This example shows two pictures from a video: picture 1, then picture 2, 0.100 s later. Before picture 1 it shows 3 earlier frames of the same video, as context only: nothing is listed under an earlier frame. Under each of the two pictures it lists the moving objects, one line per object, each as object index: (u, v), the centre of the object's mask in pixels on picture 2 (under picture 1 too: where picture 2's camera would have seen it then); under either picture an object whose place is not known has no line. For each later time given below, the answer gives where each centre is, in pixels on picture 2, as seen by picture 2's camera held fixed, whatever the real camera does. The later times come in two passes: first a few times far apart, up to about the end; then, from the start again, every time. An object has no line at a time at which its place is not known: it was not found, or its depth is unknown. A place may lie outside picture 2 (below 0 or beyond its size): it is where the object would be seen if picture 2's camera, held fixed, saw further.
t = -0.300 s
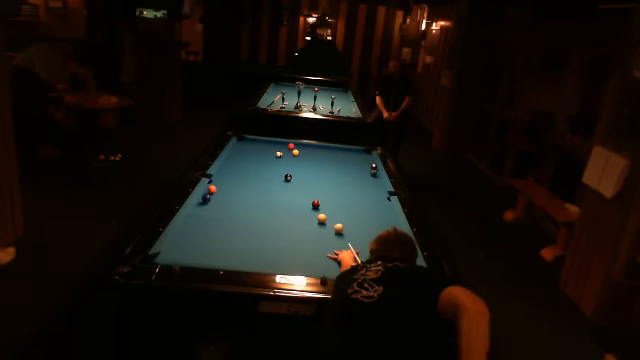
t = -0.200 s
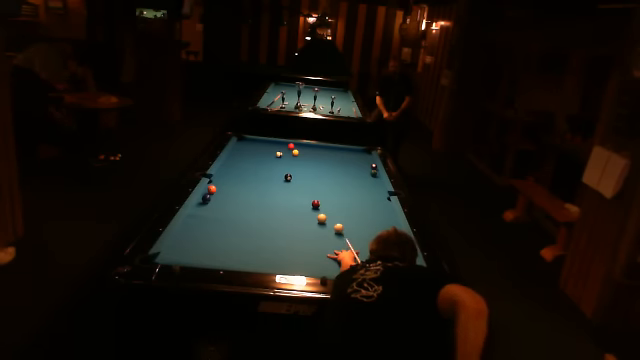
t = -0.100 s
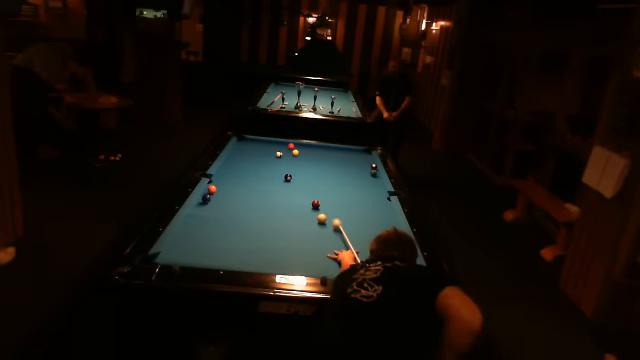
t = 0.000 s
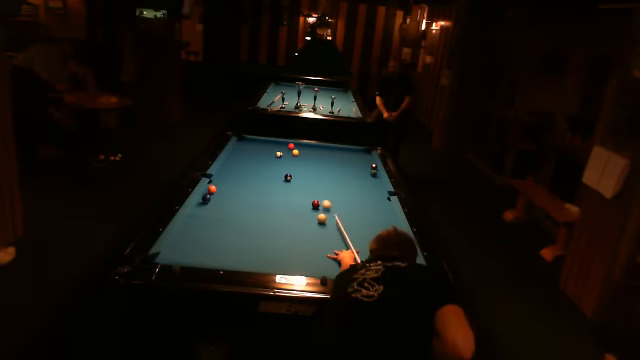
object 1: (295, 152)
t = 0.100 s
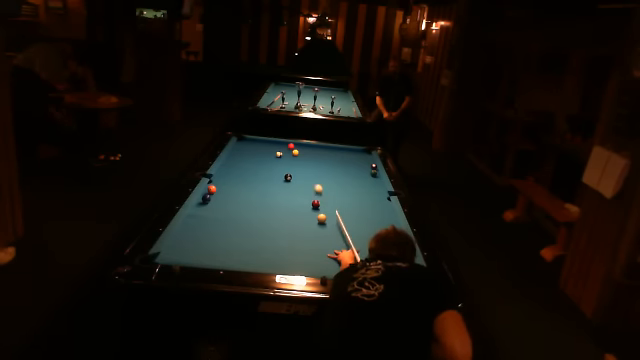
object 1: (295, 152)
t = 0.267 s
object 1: (295, 152)
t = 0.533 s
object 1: (273, 146)
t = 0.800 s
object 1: (242, 139)
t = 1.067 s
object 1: (249, 143)
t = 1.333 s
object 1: (259, 148)
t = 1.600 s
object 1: (269, 152)
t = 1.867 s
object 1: (274, 155)
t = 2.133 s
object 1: (275, 159)
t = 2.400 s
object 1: (277, 161)
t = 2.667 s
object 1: (279, 165)
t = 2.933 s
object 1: (281, 167)
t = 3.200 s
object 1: (283, 170)
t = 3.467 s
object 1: (284, 172)
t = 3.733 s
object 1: (285, 173)
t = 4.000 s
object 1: (285, 174)
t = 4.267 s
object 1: (285, 175)
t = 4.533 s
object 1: (285, 175)
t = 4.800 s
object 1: (286, 175)
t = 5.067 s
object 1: (285, 175)
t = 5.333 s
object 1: (286, 175)
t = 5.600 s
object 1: (286, 175)
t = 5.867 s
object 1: (286, 175)
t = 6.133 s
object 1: (286, 175)
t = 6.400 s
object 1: (286, 175)
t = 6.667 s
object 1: (286, 175)
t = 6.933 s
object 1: (286, 175)
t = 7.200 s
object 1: (286, 175)
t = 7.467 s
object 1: (286, 175)
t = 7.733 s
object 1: (286, 175)
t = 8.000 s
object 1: (286, 175)
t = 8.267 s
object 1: (286, 175)
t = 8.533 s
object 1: (286, 175)
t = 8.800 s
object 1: (286, 175)
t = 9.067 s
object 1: (286, 175)
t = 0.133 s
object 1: (295, 152)
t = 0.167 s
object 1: (295, 152)
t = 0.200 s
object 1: (295, 152)
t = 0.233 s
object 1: (295, 152)
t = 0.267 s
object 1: (295, 152)
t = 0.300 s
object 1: (295, 152)
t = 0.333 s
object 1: (295, 152)
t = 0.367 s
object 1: (295, 152)
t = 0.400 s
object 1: (294, 152)
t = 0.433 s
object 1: (289, 150)
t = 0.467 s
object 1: (284, 148)
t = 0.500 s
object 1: (278, 147)
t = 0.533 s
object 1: (273, 146)
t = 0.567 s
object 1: (268, 144)
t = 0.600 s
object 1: (263, 143)
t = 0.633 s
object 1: (260, 141)
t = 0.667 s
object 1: (255, 140)
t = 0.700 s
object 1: (252, 139)
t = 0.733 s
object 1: (249, 139)
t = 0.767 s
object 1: (245, 139)
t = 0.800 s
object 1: (242, 139)
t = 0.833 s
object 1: (240, 139)
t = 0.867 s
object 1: (241, 140)
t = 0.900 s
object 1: (242, 140)
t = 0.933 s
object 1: (244, 141)
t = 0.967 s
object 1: (245, 142)
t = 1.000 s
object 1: (246, 142)
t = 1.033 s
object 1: (247, 143)
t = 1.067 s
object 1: (249, 143)
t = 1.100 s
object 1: (250, 144)
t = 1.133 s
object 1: (251, 144)
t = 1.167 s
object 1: (252, 145)
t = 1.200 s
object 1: (254, 146)
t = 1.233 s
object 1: (256, 146)
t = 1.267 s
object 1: (257, 147)
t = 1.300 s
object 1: (258, 147)
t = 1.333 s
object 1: (259, 148)
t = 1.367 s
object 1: (261, 148)
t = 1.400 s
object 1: (262, 149)
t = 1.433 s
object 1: (263, 149)
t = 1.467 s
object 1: (265, 150)
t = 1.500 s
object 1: (266, 150)
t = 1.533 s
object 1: (267, 151)
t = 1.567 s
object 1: (268, 151)
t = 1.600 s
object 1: (269, 152)
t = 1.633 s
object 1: (271, 152)
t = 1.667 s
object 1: (272, 153)
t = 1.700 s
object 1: (272, 153)
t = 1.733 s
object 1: (273, 154)
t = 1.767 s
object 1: (273, 154)
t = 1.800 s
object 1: (273, 155)
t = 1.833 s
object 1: (273, 155)
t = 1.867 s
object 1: (274, 155)
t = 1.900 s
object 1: (274, 156)
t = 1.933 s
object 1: (274, 156)
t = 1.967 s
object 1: (274, 157)
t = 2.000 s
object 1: (274, 157)
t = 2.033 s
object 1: (275, 157)
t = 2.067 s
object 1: (275, 158)
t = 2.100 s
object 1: (275, 158)
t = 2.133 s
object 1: (275, 159)
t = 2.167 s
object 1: (275, 159)
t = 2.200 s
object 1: (276, 159)
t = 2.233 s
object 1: (276, 160)
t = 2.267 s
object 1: (276, 160)
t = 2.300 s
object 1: (277, 160)
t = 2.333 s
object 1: (277, 161)
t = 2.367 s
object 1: (277, 161)
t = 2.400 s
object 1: (277, 161)
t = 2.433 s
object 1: (278, 162)
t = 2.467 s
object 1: (278, 162)
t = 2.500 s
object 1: (278, 163)
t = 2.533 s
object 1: (278, 163)
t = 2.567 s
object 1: (278, 164)
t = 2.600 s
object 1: (279, 164)
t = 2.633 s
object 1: (279, 164)
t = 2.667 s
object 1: (279, 165)
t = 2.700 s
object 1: (280, 165)
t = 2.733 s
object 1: (280, 165)
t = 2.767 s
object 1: (280, 166)
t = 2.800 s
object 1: (280, 166)
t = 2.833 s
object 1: (280, 166)
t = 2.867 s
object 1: (281, 166)
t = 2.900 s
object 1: (281, 167)
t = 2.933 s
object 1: (281, 167)
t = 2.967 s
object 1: (282, 168)
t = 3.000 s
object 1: (282, 168)
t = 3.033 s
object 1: (282, 168)
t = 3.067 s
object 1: (282, 169)
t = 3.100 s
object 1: (282, 169)
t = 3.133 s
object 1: (282, 169)
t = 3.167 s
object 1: (283, 170)
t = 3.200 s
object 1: (283, 170)
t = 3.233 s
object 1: (283, 170)
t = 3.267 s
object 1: (283, 170)
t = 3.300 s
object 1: (283, 171)
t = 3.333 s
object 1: (283, 171)
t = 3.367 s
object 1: (283, 171)
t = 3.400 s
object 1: (284, 171)
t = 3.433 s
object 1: (284, 172)
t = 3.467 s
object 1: (284, 172)
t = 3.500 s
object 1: (284, 172)
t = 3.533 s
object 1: (284, 172)
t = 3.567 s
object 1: (284, 172)
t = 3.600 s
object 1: (284, 172)
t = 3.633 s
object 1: (285, 172)
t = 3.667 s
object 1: (285, 173)
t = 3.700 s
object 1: (285, 173)
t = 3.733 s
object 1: (285, 173)
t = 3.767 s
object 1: (285, 173)
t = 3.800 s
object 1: (285, 173)
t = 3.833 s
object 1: (285, 173)
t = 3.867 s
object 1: (285, 173)
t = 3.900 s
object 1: (285, 173)
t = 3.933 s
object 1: (285, 174)
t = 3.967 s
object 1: (285, 174)
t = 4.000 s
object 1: (285, 174)
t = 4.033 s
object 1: (285, 174)
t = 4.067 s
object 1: (285, 174)
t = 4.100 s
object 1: (285, 174)
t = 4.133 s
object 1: (285, 174)
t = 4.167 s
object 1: (285, 174)
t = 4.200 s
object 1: (285, 174)
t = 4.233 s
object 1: (285, 174)
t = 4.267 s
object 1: (285, 175)
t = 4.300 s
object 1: (285, 175)
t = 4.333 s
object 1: (285, 175)
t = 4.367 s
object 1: (285, 175)
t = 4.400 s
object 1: (285, 175)
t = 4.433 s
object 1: (285, 175)
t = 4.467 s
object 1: (285, 175)
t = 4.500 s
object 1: (285, 175)
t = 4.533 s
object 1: (285, 175)
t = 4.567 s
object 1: (286, 175)
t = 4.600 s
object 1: (285, 175)
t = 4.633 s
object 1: (285, 175)
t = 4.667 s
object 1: (286, 175)
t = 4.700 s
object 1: (286, 175)
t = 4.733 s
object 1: (286, 175)
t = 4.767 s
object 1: (286, 175)
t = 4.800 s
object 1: (286, 175)
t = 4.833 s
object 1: (285, 175)
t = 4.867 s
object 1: (285, 175)
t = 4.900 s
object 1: (286, 175)
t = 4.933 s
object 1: (285, 175)
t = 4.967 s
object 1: (286, 175)
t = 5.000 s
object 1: (286, 175)
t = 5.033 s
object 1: (285, 175)
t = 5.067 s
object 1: (285, 175)
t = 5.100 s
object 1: (285, 175)
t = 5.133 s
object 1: (285, 175)
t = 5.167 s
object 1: (286, 175)
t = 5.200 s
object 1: (286, 175)
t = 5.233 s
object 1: (286, 175)
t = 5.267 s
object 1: (286, 175)
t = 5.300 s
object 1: (286, 175)
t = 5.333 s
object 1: (286, 175)
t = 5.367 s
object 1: (286, 175)
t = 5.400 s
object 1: (286, 175)
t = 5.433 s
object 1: (286, 175)
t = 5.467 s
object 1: (286, 175)
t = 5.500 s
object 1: (286, 175)
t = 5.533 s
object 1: (286, 175)
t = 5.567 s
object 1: (286, 175)
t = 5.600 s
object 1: (286, 175)
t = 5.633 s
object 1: (286, 175)
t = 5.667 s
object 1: (286, 175)
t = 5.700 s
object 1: (286, 175)
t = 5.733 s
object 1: (286, 175)
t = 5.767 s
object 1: (286, 175)
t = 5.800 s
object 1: (286, 175)
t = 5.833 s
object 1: (286, 175)
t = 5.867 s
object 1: (286, 175)
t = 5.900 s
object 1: (286, 175)
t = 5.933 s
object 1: (286, 175)
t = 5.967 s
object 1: (286, 175)
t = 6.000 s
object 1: (286, 175)
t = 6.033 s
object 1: (286, 175)
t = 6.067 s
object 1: (286, 175)
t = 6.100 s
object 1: (286, 175)
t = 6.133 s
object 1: (286, 175)
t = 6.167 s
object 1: (286, 175)
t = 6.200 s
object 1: (286, 175)
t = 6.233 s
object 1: (286, 175)
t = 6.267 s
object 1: (286, 175)
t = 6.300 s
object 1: (286, 175)
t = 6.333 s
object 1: (286, 175)
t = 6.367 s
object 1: (286, 175)
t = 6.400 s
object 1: (286, 175)
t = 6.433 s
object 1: (286, 175)
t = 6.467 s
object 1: (286, 175)
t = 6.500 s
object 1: (286, 175)
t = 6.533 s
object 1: (286, 175)
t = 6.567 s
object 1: (286, 175)
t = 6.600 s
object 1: (286, 175)
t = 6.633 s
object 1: (286, 175)
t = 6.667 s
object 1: (286, 175)
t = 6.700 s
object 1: (286, 175)
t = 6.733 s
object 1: (286, 175)
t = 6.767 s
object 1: (286, 175)
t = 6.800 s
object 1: (286, 175)
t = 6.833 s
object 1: (286, 175)
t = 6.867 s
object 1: (286, 175)
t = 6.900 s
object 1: (286, 175)
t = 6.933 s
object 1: (286, 175)
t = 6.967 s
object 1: (286, 175)
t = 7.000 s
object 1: (286, 175)
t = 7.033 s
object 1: (286, 175)
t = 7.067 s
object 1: (286, 175)
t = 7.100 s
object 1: (286, 175)
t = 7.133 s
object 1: (286, 175)
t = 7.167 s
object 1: (286, 175)
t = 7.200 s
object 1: (286, 175)
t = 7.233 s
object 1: (286, 175)
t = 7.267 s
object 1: (286, 175)
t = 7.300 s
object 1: (286, 175)
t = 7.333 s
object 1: (286, 175)
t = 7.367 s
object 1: (286, 175)
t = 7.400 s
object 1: (286, 175)
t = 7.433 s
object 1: (286, 175)
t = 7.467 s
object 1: (286, 175)
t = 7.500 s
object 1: (286, 175)
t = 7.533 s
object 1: (286, 175)
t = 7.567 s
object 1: (286, 175)
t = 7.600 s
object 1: (286, 175)
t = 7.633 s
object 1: (286, 175)
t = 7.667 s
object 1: (286, 175)
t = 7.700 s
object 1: (286, 175)
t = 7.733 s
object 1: (286, 175)
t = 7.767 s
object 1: (286, 175)
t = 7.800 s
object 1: (286, 175)
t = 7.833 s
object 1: (286, 175)
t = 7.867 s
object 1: (286, 175)
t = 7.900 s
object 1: (286, 175)
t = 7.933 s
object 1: (286, 175)
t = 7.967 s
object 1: (286, 175)
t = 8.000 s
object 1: (286, 175)
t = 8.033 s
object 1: (286, 175)
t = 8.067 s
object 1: (286, 175)
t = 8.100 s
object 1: (286, 175)
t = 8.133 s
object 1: (286, 175)
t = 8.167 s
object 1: (286, 175)
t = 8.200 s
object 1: (286, 175)
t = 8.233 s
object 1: (286, 175)
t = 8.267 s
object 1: (286, 175)
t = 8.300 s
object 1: (286, 175)
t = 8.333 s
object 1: (286, 175)
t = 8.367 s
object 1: (286, 175)
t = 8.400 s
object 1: (286, 175)
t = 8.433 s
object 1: (286, 175)
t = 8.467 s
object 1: (286, 175)
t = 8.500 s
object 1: (286, 175)
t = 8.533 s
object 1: (286, 175)
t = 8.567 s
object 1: (286, 175)
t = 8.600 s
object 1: (286, 175)
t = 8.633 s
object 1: (286, 175)
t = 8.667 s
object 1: (286, 175)
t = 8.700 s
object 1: (285, 175)
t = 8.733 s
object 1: (286, 175)
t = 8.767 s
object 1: (286, 175)
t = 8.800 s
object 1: (286, 175)
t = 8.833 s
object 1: (286, 175)
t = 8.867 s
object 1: (286, 175)
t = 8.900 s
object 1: (286, 175)
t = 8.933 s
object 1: (286, 175)
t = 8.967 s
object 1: (286, 175)
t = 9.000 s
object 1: (286, 175)
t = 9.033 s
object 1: (286, 175)
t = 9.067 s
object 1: (286, 175)
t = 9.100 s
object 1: (286, 175)
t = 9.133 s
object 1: (286, 175)
